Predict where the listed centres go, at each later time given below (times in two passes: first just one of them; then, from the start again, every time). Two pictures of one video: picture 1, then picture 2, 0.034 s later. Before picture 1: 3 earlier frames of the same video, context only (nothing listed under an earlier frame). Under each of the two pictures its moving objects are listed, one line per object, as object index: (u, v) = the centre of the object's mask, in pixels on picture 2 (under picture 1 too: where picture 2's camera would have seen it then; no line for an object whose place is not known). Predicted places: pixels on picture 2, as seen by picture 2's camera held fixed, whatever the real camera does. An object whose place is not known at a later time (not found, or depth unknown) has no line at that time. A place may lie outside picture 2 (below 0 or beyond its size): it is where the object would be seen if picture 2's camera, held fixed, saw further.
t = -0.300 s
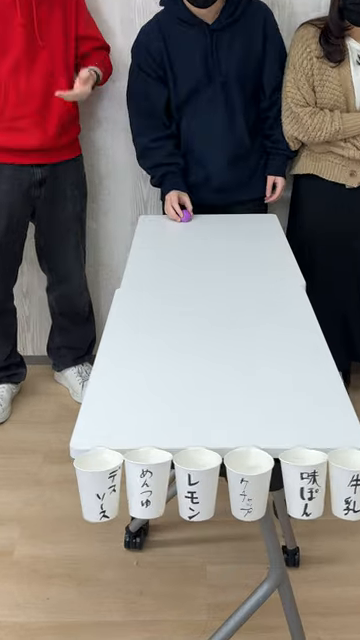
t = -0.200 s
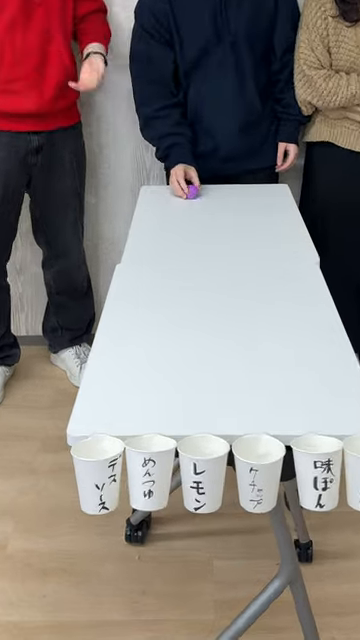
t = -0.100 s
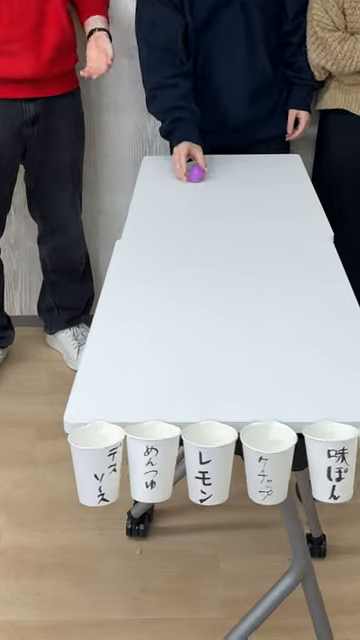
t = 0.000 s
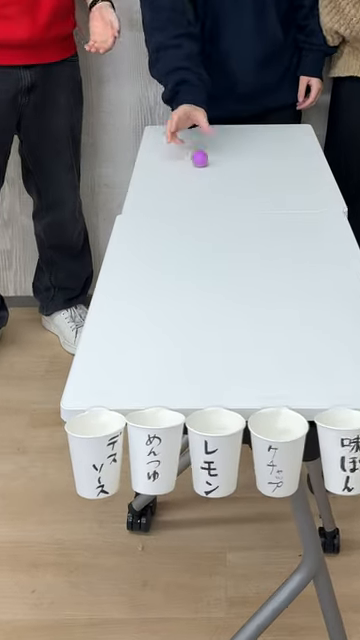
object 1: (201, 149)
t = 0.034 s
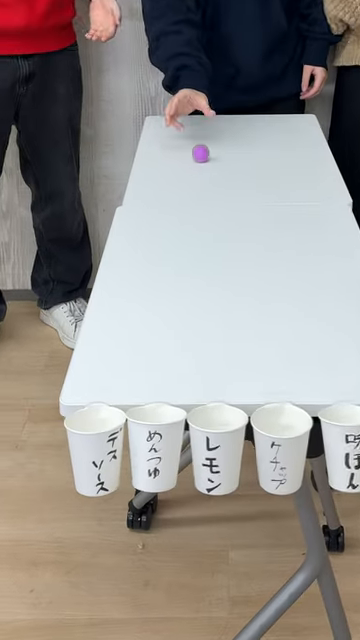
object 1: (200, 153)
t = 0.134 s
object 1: (198, 166)
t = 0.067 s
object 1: (199, 158)
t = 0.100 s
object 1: (199, 162)
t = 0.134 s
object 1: (198, 166)
